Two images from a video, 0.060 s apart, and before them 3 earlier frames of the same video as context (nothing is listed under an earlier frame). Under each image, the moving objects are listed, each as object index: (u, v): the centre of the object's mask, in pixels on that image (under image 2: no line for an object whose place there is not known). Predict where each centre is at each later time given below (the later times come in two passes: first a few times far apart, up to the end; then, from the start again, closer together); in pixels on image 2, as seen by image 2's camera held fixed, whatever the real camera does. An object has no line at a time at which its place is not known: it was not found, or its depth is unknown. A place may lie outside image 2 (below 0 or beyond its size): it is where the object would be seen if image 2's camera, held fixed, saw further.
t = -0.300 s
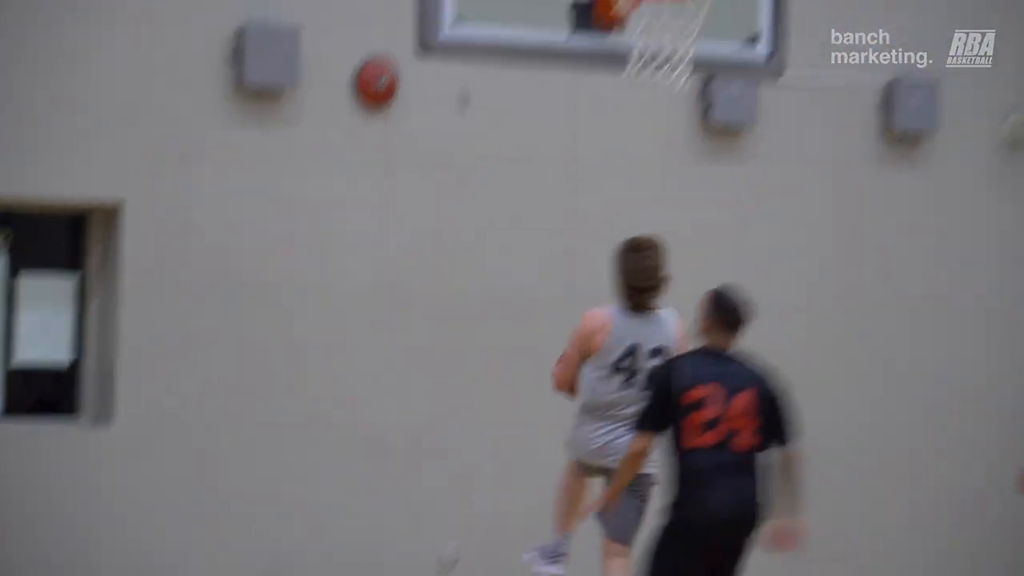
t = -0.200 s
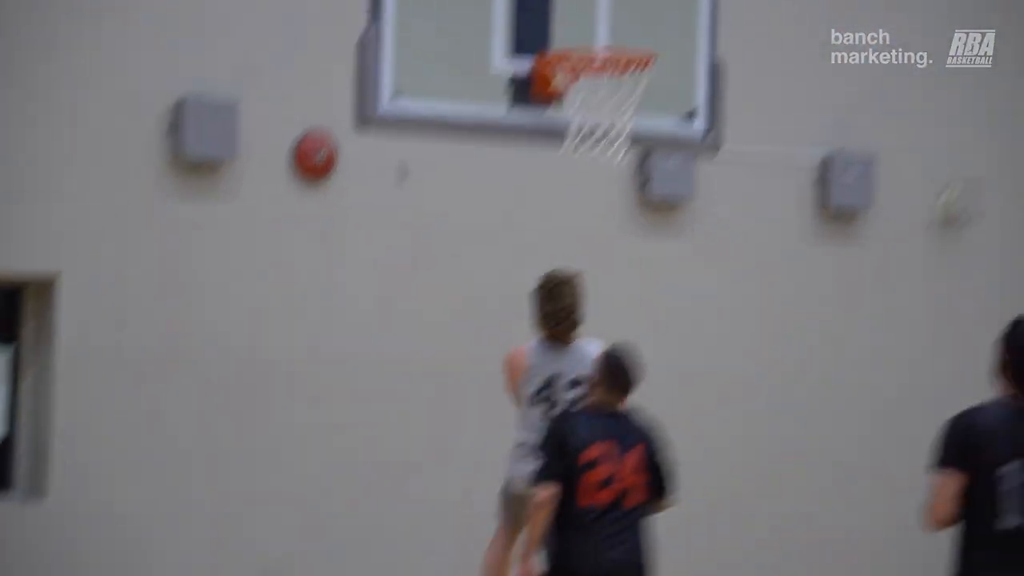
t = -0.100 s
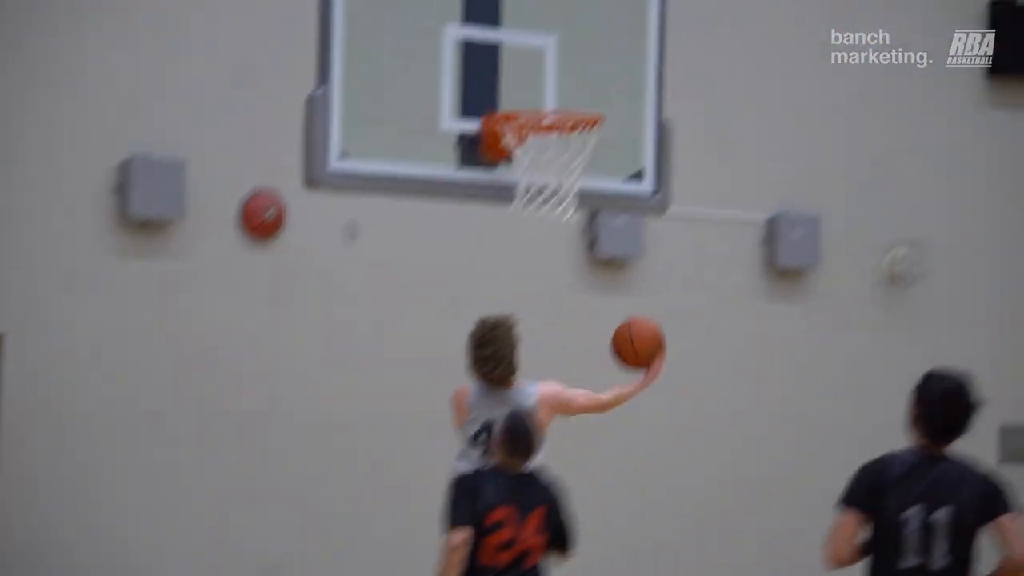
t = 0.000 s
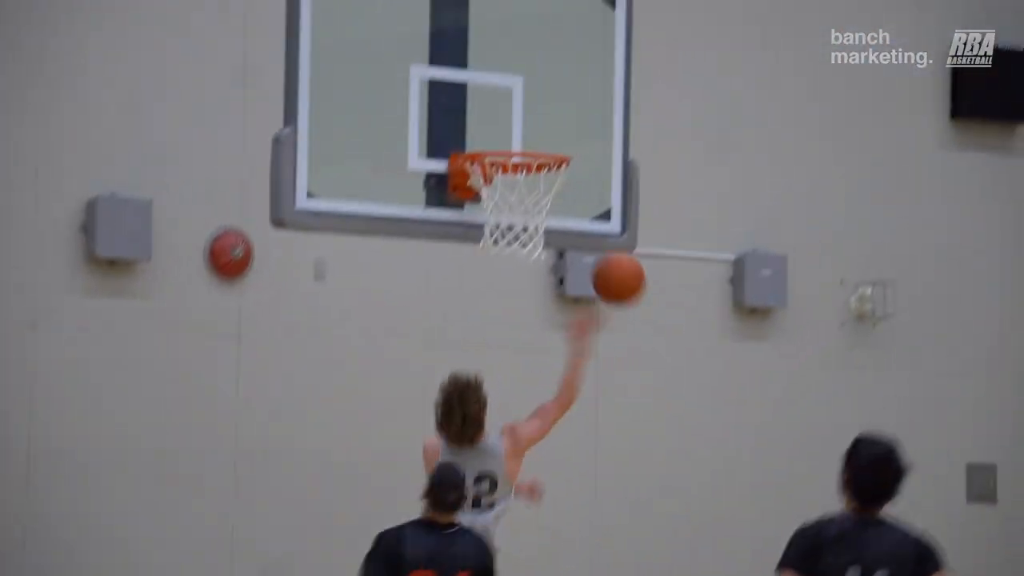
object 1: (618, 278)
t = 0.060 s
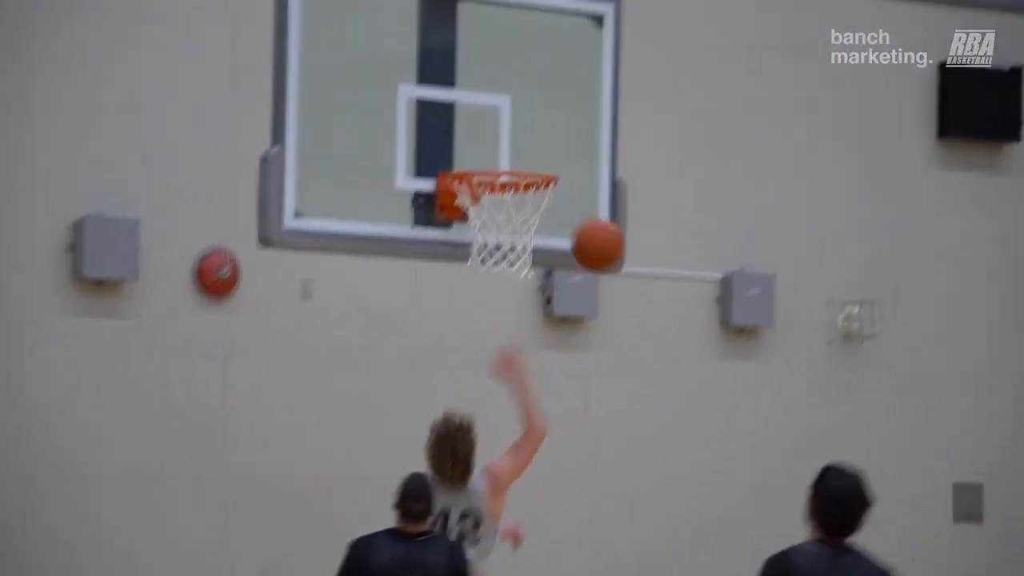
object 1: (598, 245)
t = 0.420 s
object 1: (549, 99)
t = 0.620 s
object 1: (513, 153)
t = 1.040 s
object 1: (514, 220)
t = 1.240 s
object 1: (483, 304)
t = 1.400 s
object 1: (457, 427)
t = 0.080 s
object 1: (596, 227)
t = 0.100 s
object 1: (592, 213)
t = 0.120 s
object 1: (590, 198)
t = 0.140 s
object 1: (588, 184)
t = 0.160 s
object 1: (587, 170)
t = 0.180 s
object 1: (585, 158)
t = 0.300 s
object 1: (568, 107)
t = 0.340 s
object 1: (563, 99)
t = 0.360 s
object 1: (559, 98)
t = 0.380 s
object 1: (556, 97)
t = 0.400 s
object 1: (553, 98)
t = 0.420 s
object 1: (549, 99)
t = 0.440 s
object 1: (546, 101)
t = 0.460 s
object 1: (542, 104)
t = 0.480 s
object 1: (538, 108)
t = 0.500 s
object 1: (535, 112)
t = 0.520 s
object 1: (532, 118)
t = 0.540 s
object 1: (528, 125)
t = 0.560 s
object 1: (524, 132)
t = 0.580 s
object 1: (519, 140)
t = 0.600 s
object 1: (516, 148)
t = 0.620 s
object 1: (513, 153)
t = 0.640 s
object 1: (510, 151)
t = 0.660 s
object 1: (507, 150)
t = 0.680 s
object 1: (504, 150)
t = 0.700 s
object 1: (501, 150)
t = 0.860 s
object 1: (506, 174)
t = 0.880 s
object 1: (513, 178)
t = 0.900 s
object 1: (519, 182)
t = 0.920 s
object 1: (527, 188)
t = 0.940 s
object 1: (529, 194)
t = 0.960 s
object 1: (526, 197)
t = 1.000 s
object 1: (521, 206)
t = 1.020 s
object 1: (517, 214)
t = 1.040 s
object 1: (514, 220)
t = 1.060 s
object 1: (511, 231)
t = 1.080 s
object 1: (508, 237)
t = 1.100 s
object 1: (506, 243)
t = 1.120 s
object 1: (502, 249)
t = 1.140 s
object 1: (498, 258)
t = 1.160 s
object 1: (495, 266)
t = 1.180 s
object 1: (491, 275)
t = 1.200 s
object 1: (488, 286)
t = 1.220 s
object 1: (486, 293)
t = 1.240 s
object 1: (483, 304)
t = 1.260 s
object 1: (480, 316)
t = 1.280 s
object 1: (477, 330)
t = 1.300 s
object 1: (475, 344)
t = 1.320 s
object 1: (471, 359)
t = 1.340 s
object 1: (468, 375)
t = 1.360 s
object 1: (464, 392)
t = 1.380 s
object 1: (461, 409)
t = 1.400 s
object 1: (457, 427)
